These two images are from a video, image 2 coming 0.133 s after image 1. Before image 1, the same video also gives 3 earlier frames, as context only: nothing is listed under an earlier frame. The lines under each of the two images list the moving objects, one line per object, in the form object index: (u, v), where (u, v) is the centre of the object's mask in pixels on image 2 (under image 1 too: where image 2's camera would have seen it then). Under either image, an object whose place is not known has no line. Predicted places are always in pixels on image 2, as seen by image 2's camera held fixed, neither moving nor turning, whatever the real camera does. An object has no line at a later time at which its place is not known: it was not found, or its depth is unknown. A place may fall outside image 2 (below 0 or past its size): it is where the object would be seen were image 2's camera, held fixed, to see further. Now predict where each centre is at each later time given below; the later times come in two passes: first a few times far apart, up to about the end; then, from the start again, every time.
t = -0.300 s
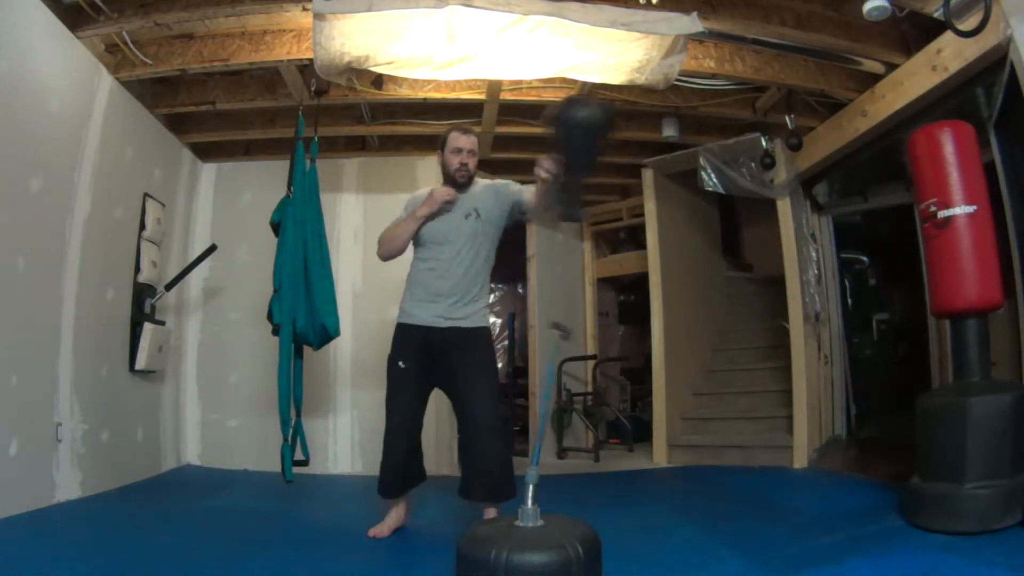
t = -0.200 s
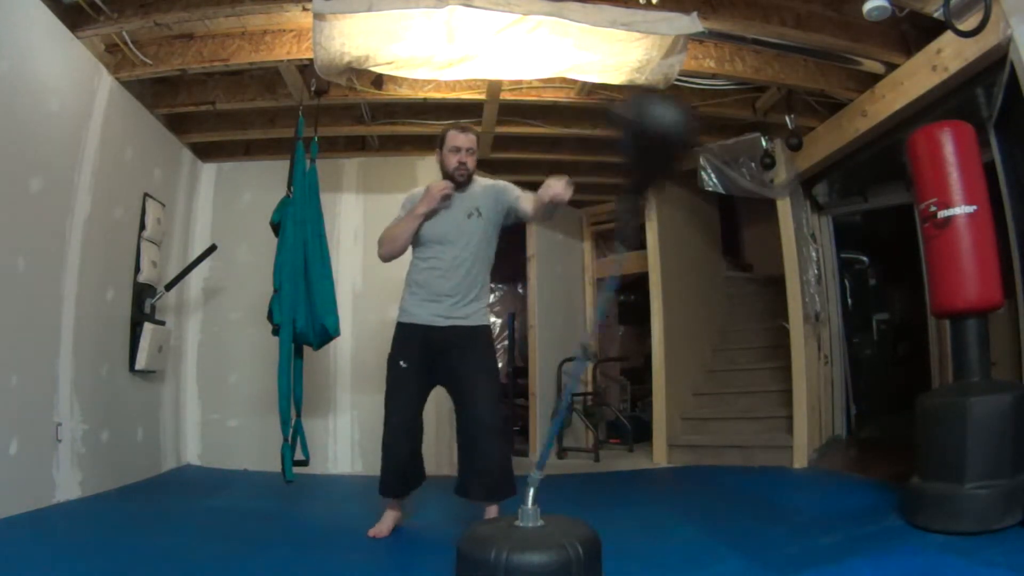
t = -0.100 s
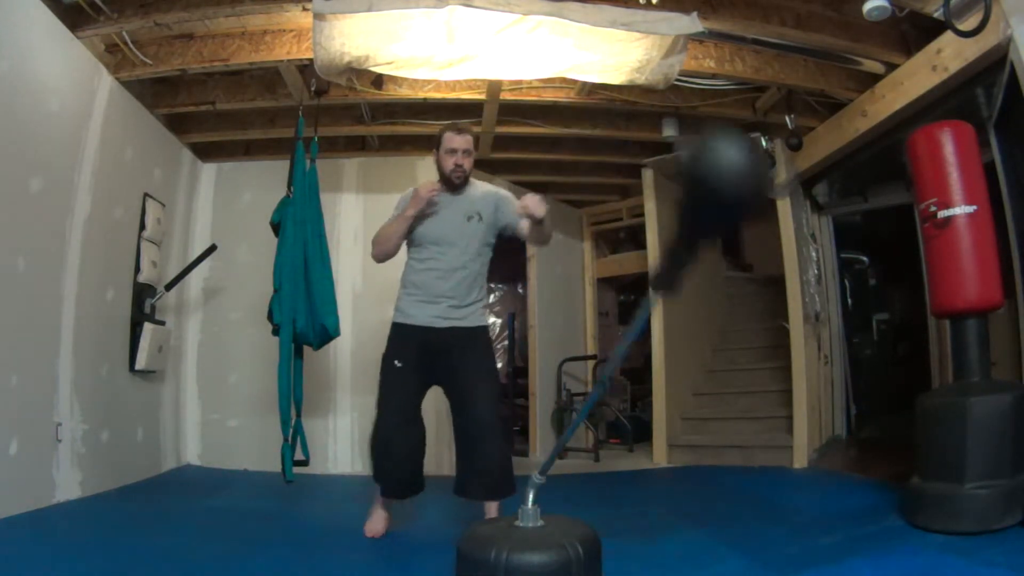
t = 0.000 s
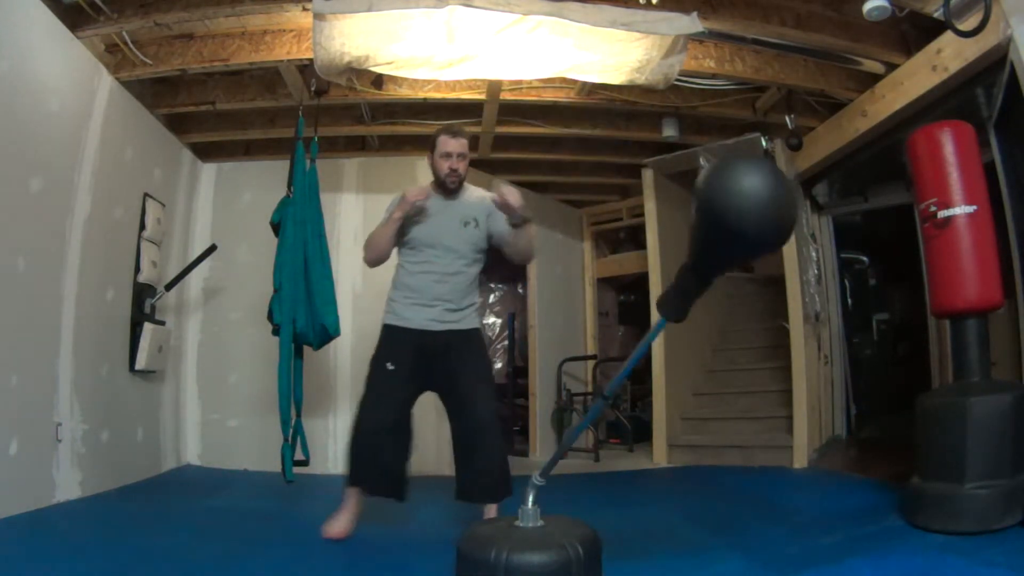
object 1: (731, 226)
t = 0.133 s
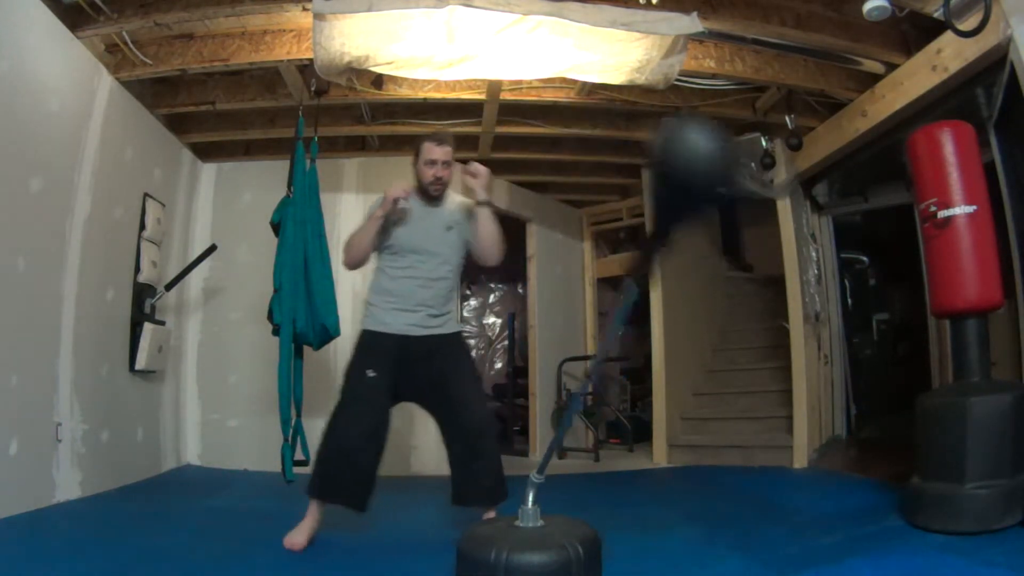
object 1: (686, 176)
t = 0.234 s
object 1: (610, 139)
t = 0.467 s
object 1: (482, 193)
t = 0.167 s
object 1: (666, 156)
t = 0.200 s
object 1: (637, 148)
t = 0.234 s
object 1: (610, 139)
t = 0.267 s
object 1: (585, 134)
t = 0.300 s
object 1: (563, 133)
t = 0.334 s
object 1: (540, 141)
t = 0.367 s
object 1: (521, 149)
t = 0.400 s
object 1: (504, 165)
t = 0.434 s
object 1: (493, 186)
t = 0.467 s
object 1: (482, 193)
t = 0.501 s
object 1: (475, 218)
